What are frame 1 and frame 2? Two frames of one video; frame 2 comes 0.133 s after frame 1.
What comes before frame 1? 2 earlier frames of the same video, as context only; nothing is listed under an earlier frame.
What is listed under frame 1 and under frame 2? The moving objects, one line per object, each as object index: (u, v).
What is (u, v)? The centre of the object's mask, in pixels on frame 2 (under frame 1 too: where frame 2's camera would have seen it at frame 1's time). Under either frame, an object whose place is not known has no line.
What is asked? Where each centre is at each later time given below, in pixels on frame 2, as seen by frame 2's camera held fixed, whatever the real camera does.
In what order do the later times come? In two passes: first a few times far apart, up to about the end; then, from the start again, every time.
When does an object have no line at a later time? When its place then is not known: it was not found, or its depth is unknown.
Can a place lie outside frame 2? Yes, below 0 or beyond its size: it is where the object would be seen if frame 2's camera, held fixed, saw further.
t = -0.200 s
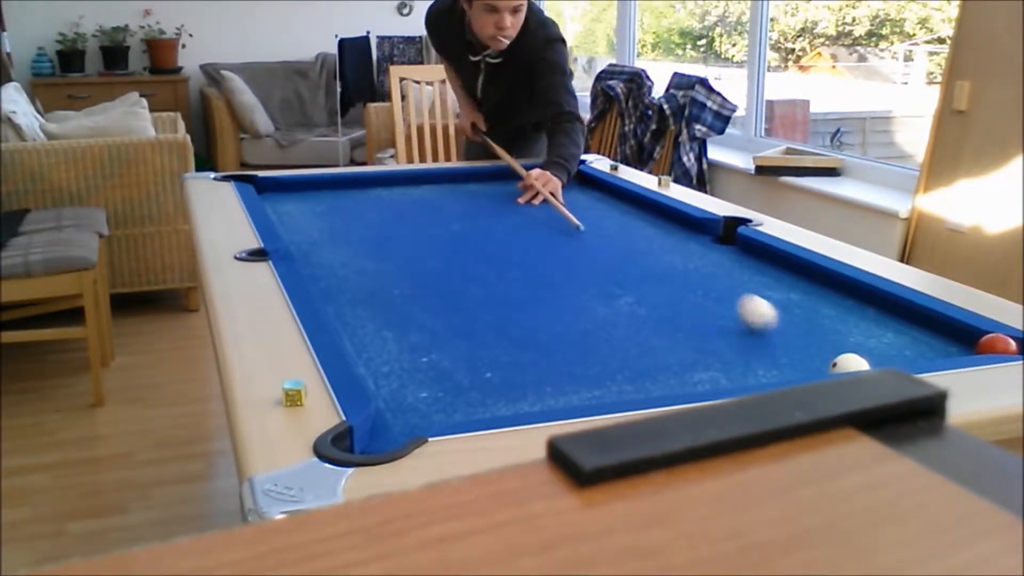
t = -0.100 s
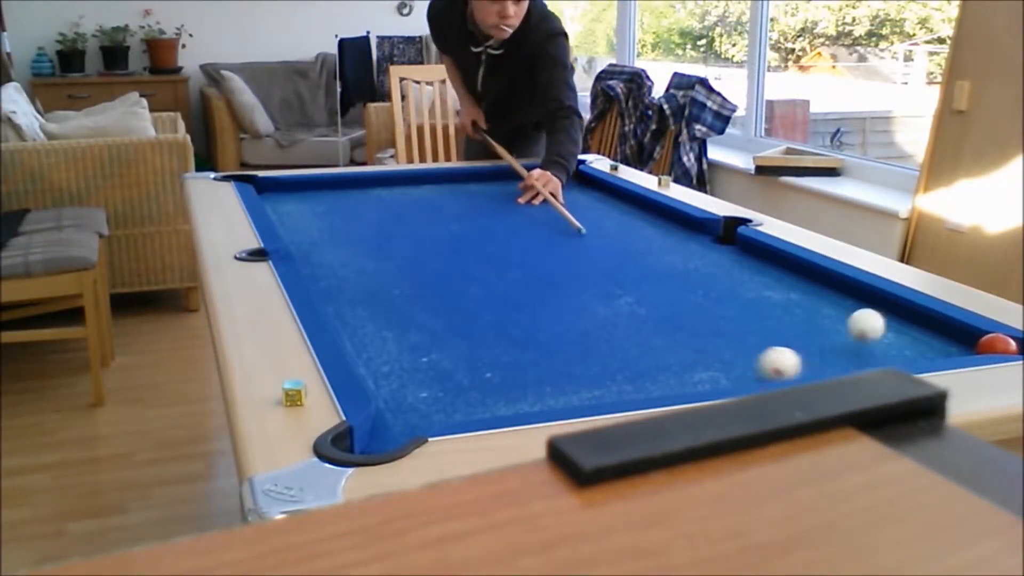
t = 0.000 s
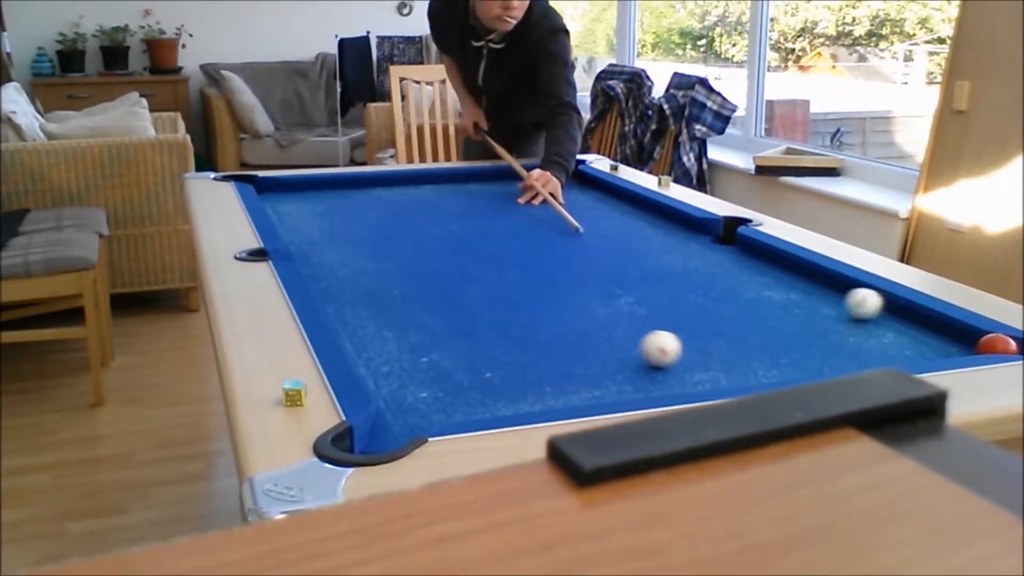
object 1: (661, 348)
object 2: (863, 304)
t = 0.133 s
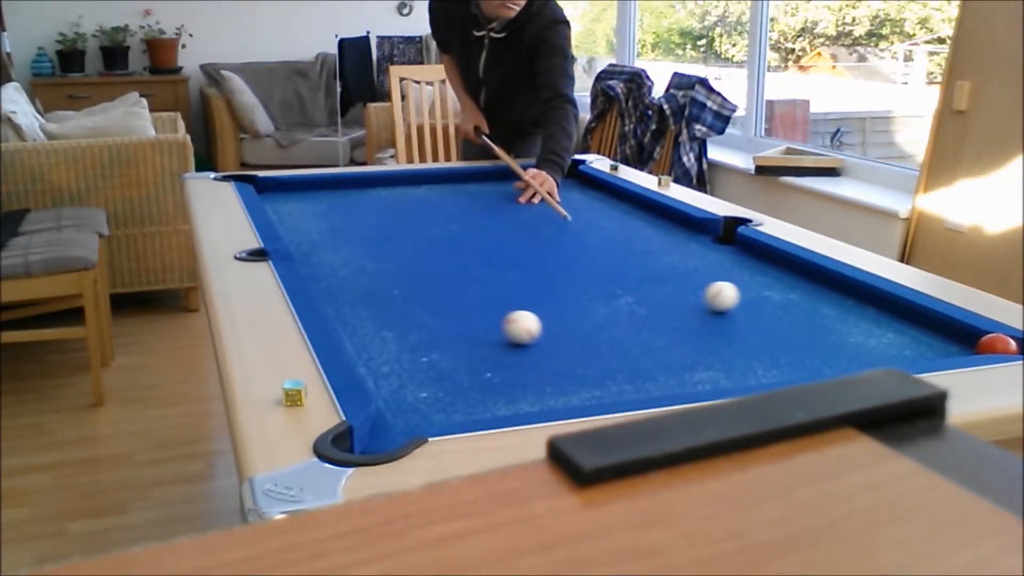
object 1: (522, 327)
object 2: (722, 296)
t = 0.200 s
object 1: (459, 318)
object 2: (662, 295)
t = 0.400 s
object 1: (350, 289)
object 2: (514, 301)
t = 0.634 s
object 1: (424, 256)
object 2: (366, 323)
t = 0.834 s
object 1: (474, 233)
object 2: (439, 329)
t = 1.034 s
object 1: (514, 214)
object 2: (544, 332)
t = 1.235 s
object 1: (547, 199)
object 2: (649, 335)
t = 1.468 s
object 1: (580, 183)
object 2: (769, 339)
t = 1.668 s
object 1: (558, 178)
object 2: (871, 342)
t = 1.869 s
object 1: (524, 175)
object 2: (963, 341)
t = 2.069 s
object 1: (503, 175)
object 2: (944, 342)
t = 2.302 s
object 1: (490, 179)
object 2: (901, 347)
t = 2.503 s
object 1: (479, 183)
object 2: (865, 350)
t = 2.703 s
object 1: (468, 187)
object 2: (832, 354)
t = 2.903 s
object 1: (458, 190)
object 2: (801, 357)
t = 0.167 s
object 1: (490, 323)
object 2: (691, 295)
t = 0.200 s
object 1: (459, 318)
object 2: (662, 295)
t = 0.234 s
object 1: (429, 313)
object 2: (634, 296)
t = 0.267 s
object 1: (400, 309)
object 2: (608, 296)
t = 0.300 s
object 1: (372, 304)
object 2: (583, 296)
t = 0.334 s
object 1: (345, 300)
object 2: (559, 298)
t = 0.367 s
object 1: (333, 295)
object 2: (536, 299)
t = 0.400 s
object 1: (350, 289)
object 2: (514, 301)
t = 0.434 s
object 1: (363, 284)
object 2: (492, 304)
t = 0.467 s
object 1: (375, 279)
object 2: (471, 307)
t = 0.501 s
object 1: (385, 274)
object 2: (451, 309)
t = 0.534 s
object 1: (396, 269)
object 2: (430, 313)
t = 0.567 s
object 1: (406, 265)
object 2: (410, 316)
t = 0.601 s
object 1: (415, 260)
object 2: (388, 319)
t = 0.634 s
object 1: (424, 256)
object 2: (366, 323)
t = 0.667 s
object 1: (433, 252)
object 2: (347, 325)
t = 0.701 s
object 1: (442, 248)
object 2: (366, 326)
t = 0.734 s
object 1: (450, 244)
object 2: (386, 327)
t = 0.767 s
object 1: (458, 240)
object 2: (403, 328)
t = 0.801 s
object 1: (466, 236)
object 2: (421, 328)
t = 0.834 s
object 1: (474, 233)
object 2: (439, 329)
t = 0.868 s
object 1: (481, 229)
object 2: (457, 329)
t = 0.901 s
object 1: (488, 226)
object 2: (474, 330)
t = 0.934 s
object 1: (495, 223)
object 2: (492, 330)
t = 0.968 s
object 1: (501, 220)
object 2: (509, 331)
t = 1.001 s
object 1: (508, 217)
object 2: (527, 332)
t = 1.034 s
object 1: (514, 214)
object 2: (544, 332)
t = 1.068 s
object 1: (520, 212)
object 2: (561, 333)
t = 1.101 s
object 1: (525, 209)
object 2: (579, 333)
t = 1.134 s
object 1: (531, 206)
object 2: (597, 334)
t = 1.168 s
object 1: (537, 203)
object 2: (614, 334)
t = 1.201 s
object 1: (542, 201)
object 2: (632, 335)
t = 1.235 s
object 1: (547, 199)
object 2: (649, 335)
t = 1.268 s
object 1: (552, 196)
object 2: (666, 335)
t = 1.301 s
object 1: (557, 194)
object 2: (684, 336)
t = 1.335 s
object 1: (562, 192)
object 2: (701, 337)
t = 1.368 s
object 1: (566, 190)
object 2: (718, 337)
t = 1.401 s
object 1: (571, 188)
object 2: (735, 338)
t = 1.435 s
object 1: (576, 186)
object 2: (752, 339)
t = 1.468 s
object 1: (580, 183)
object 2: (769, 339)
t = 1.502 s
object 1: (584, 182)
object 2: (786, 339)
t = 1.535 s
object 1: (584, 180)
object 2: (803, 340)
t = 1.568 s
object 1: (577, 179)
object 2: (820, 340)
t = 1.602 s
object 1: (571, 179)
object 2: (837, 341)
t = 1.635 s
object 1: (565, 178)
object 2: (854, 341)
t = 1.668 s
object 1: (558, 178)
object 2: (871, 342)
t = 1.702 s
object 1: (553, 177)
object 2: (888, 342)
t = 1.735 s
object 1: (547, 177)
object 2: (904, 343)
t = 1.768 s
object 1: (541, 176)
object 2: (920, 343)
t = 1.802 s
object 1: (536, 176)
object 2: (937, 342)
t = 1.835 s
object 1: (530, 175)
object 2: (953, 342)
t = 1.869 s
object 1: (524, 175)
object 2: (963, 341)
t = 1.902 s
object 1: (519, 174)
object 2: (969, 340)
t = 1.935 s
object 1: (514, 173)
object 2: (971, 339)
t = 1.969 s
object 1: (509, 173)
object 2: (964, 340)
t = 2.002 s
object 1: (507, 173)
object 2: (958, 341)
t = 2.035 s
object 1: (505, 174)
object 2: (951, 341)
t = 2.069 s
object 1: (503, 175)
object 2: (944, 342)
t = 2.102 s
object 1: (501, 176)
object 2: (938, 343)
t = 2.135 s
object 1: (500, 176)
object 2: (932, 344)
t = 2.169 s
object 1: (497, 177)
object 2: (925, 344)
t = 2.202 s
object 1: (496, 177)
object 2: (919, 345)
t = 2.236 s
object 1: (494, 178)
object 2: (913, 345)
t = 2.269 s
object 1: (492, 178)
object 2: (907, 346)
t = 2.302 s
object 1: (490, 179)
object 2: (901, 347)
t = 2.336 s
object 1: (488, 180)
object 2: (895, 348)
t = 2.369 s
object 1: (486, 181)
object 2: (889, 348)
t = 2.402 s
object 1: (484, 181)
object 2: (883, 349)
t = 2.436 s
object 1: (483, 182)
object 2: (877, 349)
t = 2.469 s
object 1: (481, 182)
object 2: (871, 349)
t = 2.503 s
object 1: (479, 183)
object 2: (865, 350)
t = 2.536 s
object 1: (477, 184)
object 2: (859, 351)
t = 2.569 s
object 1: (476, 184)
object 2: (854, 352)
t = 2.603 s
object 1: (474, 185)
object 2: (848, 352)
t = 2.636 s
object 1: (472, 185)
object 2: (843, 353)
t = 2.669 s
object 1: (470, 186)
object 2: (838, 353)
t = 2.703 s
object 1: (468, 187)
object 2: (832, 354)
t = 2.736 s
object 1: (467, 187)
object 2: (827, 355)
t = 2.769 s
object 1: (465, 188)
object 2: (822, 355)
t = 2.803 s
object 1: (463, 189)
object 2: (816, 356)
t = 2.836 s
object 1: (462, 189)
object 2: (811, 356)
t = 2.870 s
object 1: (460, 190)
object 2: (806, 357)
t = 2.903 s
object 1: (458, 190)
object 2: (801, 357)
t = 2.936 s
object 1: (457, 191)
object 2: (796, 358)
